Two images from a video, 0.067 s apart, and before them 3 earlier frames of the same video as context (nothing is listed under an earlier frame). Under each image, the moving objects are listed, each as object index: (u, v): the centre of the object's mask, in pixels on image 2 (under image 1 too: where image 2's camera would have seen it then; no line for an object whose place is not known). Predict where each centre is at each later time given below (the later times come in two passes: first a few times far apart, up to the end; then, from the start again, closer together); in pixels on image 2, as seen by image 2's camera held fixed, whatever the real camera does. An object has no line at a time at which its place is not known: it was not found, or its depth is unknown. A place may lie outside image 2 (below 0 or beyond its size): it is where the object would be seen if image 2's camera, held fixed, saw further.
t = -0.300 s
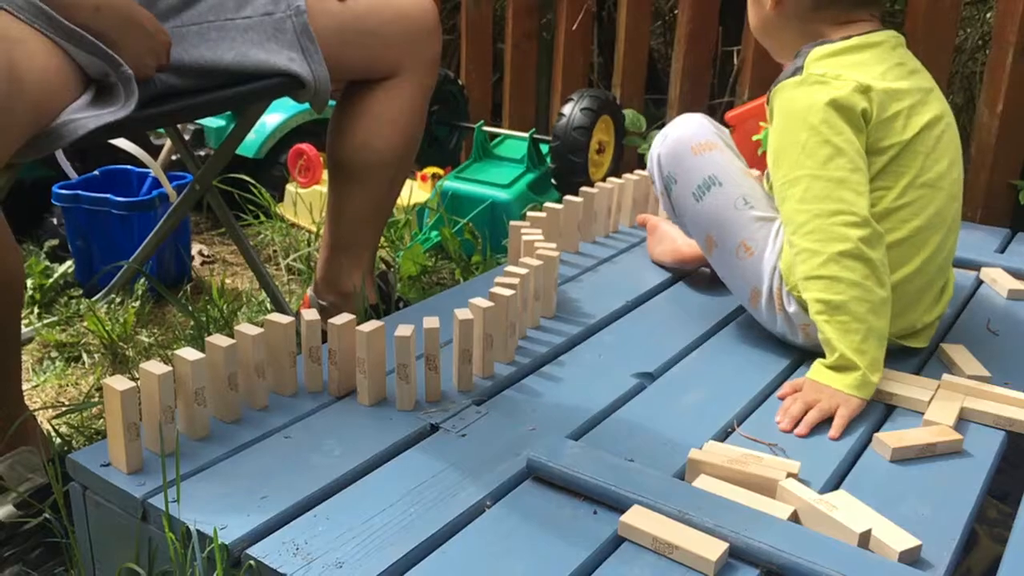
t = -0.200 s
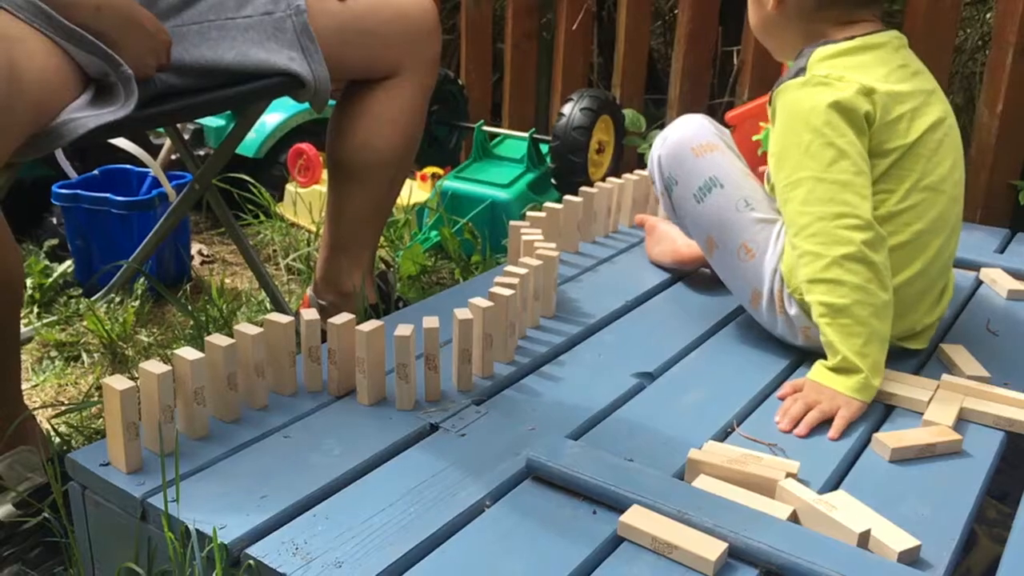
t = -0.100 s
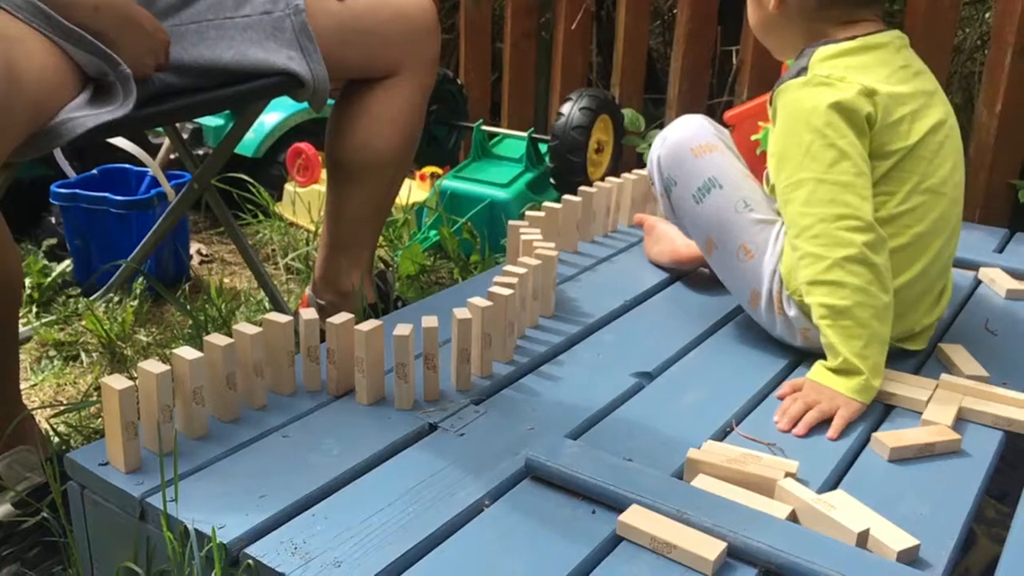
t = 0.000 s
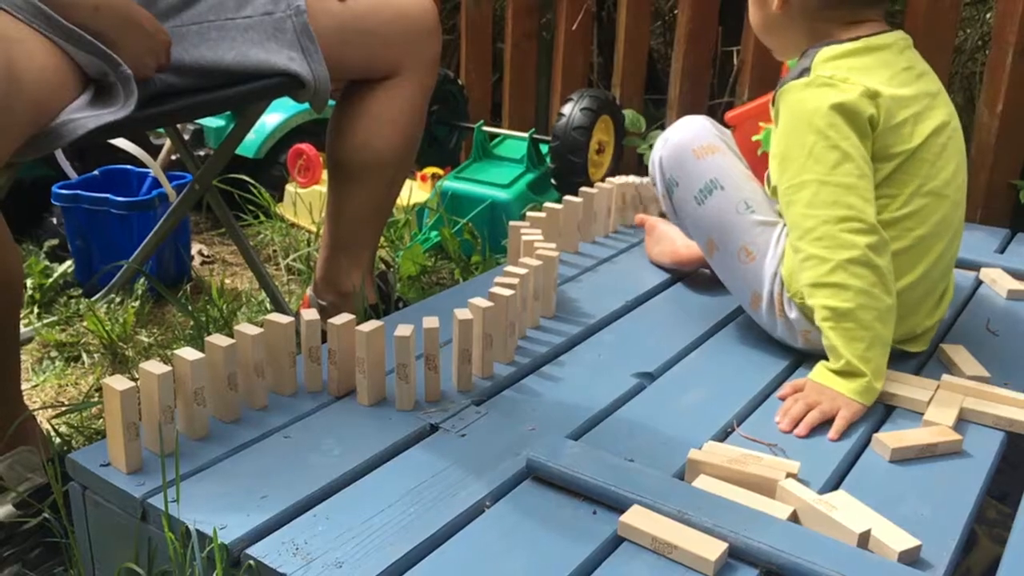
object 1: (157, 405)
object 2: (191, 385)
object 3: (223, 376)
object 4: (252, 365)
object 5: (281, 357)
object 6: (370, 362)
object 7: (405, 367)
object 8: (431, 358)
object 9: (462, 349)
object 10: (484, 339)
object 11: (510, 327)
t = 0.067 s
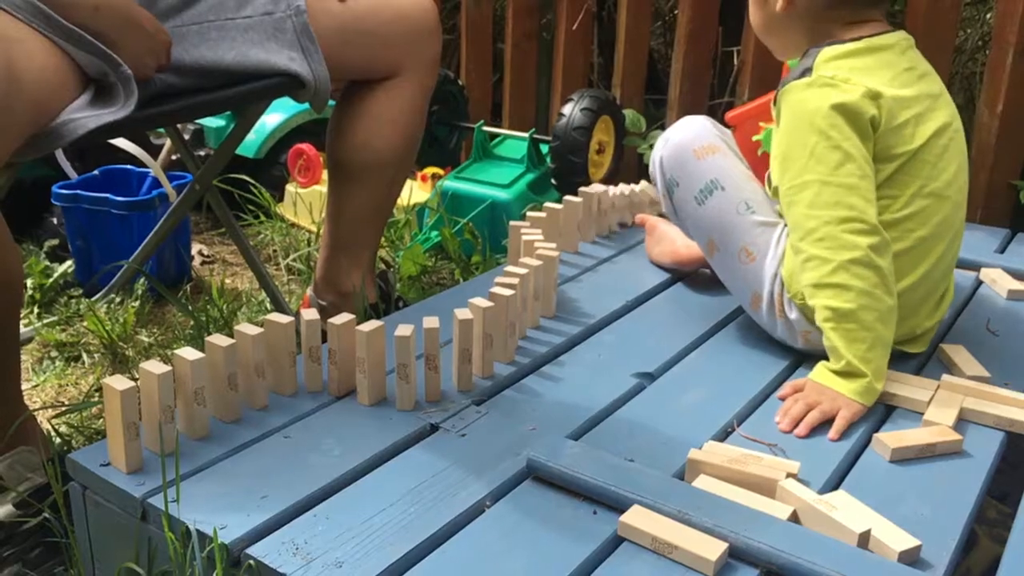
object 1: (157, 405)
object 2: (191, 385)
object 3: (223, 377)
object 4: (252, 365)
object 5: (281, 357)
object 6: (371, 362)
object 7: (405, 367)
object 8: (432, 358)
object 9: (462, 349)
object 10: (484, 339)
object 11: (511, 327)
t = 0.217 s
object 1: (157, 405)
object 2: (191, 384)
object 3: (223, 376)
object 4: (252, 365)
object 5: (281, 357)
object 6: (370, 362)
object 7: (405, 366)
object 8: (431, 358)
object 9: (462, 348)
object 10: (484, 339)
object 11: (511, 326)
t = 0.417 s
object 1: (157, 405)
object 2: (190, 383)
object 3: (222, 376)
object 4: (252, 365)
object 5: (281, 357)
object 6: (370, 362)
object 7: (405, 366)
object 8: (431, 358)
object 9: (462, 349)
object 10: (484, 338)
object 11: (511, 325)
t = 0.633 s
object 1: (157, 405)
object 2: (190, 383)
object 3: (222, 376)
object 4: (252, 365)
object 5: (281, 357)
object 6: (370, 362)
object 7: (405, 366)
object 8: (431, 358)
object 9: (462, 349)
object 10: (486, 339)
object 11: (508, 324)
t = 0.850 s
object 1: (157, 405)
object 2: (190, 383)
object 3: (222, 376)
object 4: (252, 365)
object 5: (281, 357)
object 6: (370, 362)
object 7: (398, 366)
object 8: (419, 360)
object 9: (445, 357)
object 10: (465, 351)
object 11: (488, 344)
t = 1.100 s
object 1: (157, 405)
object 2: (190, 382)
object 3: (223, 376)
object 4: (252, 365)
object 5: (281, 360)
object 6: (333, 366)
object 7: (359, 416)
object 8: (392, 374)
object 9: (452, 405)
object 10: (457, 371)
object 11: (492, 340)
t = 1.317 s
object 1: (157, 405)
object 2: (190, 384)
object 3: (223, 377)
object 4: (249, 368)
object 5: (274, 368)
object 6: (325, 372)
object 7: (361, 417)
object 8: (391, 377)
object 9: (453, 405)
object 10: (457, 371)
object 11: (492, 340)
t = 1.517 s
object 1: (157, 405)
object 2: (185, 391)
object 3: (211, 388)
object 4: (235, 380)
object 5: (267, 375)
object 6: (324, 372)
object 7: (361, 416)
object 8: (391, 377)
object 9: (452, 405)
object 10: (457, 371)
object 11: (492, 339)
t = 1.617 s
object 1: (136, 415)
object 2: (168, 409)
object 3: (196, 399)
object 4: (220, 389)
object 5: (252, 378)
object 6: (323, 372)
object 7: (361, 417)
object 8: (391, 377)
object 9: (452, 405)
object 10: (457, 371)
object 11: (492, 340)
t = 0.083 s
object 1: (157, 405)
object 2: (191, 385)
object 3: (223, 377)
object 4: (252, 365)
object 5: (281, 357)
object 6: (371, 362)
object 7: (405, 367)
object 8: (432, 358)
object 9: (462, 349)
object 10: (484, 339)
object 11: (511, 327)
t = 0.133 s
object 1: (157, 405)
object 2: (191, 385)
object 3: (223, 376)
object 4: (252, 365)
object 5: (281, 357)
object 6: (370, 362)
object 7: (405, 366)
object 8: (432, 358)
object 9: (462, 349)
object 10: (484, 338)
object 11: (510, 325)
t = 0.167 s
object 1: (157, 405)
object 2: (191, 385)
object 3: (223, 376)
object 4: (252, 365)
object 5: (282, 357)
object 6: (371, 362)
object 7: (405, 366)
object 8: (432, 358)
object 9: (462, 349)
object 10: (485, 338)
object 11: (511, 327)
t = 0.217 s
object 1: (157, 405)
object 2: (191, 384)
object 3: (223, 376)
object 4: (252, 365)
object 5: (281, 357)
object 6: (370, 362)
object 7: (405, 366)
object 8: (431, 358)
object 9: (462, 348)
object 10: (484, 339)
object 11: (511, 326)
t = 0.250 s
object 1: (157, 405)
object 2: (190, 385)
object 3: (222, 376)
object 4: (252, 365)
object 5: (281, 356)
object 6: (370, 362)
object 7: (405, 366)
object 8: (431, 358)
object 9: (462, 348)
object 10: (484, 339)
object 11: (511, 326)
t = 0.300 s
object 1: (157, 405)
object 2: (191, 384)
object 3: (223, 376)
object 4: (252, 365)
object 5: (281, 357)
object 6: (370, 362)
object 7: (405, 366)
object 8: (431, 358)
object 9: (462, 349)
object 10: (484, 338)
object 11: (511, 326)
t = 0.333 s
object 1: (157, 405)
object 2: (190, 385)
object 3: (222, 376)
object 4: (252, 365)
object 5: (281, 357)
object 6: (370, 362)
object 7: (405, 366)
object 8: (431, 358)
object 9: (462, 349)
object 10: (484, 338)
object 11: (511, 325)
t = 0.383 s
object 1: (157, 405)
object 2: (190, 383)
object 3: (222, 376)
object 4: (252, 365)
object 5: (281, 357)
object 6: (370, 362)
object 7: (405, 366)
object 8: (431, 358)
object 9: (462, 348)
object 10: (484, 338)
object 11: (511, 325)
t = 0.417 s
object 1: (157, 405)
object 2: (190, 383)
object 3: (222, 376)
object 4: (252, 365)
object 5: (281, 357)
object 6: (370, 362)
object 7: (405, 366)
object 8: (431, 358)
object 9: (462, 349)
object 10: (484, 338)
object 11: (511, 325)
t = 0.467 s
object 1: (157, 405)
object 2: (190, 383)
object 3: (223, 376)
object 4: (252, 365)
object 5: (281, 356)
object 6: (370, 362)
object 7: (405, 366)
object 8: (431, 358)
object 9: (462, 349)
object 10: (484, 338)
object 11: (511, 325)
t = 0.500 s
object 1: (157, 405)
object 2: (190, 383)
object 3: (223, 376)
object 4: (252, 365)
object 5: (281, 356)
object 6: (370, 362)
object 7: (405, 366)
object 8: (432, 358)
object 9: (462, 349)
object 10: (484, 338)
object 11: (511, 325)
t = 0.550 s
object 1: (157, 405)
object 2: (190, 383)
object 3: (222, 376)
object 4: (252, 365)
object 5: (281, 356)
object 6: (370, 362)
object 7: (405, 366)
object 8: (431, 358)
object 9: (462, 349)
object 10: (484, 338)
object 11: (511, 325)
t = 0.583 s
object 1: (157, 405)
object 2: (190, 383)
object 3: (222, 376)
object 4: (252, 365)
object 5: (281, 356)
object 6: (370, 362)
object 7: (405, 366)
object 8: (431, 358)
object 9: (462, 349)
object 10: (486, 339)
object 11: (510, 326)
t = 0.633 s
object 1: (157, 405)
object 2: (190, 383)
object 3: (222, 376)
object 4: (252, 365)
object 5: (281, 357)
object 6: (370, 362)
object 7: (405, 366)
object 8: (431, 358)
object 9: (462, 349)
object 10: (486, 339)
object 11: (508, 324)
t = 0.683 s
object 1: (157, 405)
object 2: (190, 383)
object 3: (223, 376)
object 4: (252, 365)
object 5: (281, 356)
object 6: (370, 362)
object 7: (405, 366)
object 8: (432, 358)
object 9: (462, 349)
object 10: (486, 338)
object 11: (503, 327)
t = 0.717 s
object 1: (157, 405)
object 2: (190, 383)
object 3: (222, 376)
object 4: (252, 365)
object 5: (281, 357)
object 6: (370, 362)
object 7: (405, 366)
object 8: (432, 358)
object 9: (462, 349)
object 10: (485, 342)
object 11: (499, 331)
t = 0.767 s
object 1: (157, 405)
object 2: (190, 383)
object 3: (222, 376)
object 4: (252, 365)
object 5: (281, 356)
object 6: (370, 362)
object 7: (405, 366)
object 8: (431, 358)
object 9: (459, 351)
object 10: (477, 342)
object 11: (494, 333)
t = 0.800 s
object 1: (157, 405)
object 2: (190, 383)
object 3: (222, 376)
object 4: (252, 365)
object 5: (281, 356)
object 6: (371, 362)
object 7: (405, 367)
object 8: (429, 358)
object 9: (452, 350)
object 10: (471, 345)
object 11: (491, 335)
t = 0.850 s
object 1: (157, 405)
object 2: (190, 383)
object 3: (222, 376)
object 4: (252, 365)
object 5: (281, 357)
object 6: (370, 362)
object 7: (398, 366)
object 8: (419, 360)
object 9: (445, 357)
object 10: (465, 351)
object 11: (488, 344)
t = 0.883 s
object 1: (157, 404)
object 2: (190, 382)
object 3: (223, 376)
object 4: (252, 365)
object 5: (281, 357)
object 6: (366, 365)
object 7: (390, 366)
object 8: (411, 361)
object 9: (439, 367)
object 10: (459, 357)
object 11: (487, 334)
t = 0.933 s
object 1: (157, 405)
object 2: (190, 382)
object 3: (223, 376)
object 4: (252, 365)
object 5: (281, 357)
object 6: (361, 384)
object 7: (376, 371)
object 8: (396, 360)
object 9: (440, 392)
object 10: (455, 367)
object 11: (491, 339)
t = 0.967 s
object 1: (157, 405)
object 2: (190, 382)
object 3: (223, 376)
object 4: (252, 364)
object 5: (281, 357)
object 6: (350, 344)
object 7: (368, 382)
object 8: (398, 366)
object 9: (449, 402)
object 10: (456, 368)
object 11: (491, 339)
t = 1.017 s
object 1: (157, 405)
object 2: (190, 382)
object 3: (223, 376)
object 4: (252, 365)
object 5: (281, 356)
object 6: (346, 356)
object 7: (357, 407)
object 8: (396, 369)
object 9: (452, 404)
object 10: (457, 371)
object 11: (491, 340)
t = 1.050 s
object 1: (157, 404)
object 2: (190, 382)
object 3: (223, 376)
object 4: (252, 364)
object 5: (280, 357)
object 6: (343, 360)
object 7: (358, 407)
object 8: (394, 371)
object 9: (452, 405)
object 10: (457, 371)
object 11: (492, 339)
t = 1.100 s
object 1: (157, 405)
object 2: (190, 382)
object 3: (223, 376)
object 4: (252, 365)
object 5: (281, 360)
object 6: (333, 366)
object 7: (359, 416)
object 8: (392, 374)
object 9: (452, 405)
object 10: (457, 371)
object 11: (492, 340)
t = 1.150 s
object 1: (157, 405)
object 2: (190, 382)
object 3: (223, 376)
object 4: (252, 365)
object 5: (278, 364)
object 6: (328, 371)
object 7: (361, 417)
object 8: (391, 375)
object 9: (453, 405)
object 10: (457, 371)
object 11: (492, 340)
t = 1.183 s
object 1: (157, 405)
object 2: (190, 382)
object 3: (223, 376)
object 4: (251, 365)
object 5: (277, 366)
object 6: (326, 372)
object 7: (361, 417)
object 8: (392, 377)
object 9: (452, 405)
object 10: (457, 371)
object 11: (492, 340)
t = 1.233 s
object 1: (157, 405)
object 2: (190, 383)
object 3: (223, 377)
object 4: (250, 365)
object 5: (276, 367)
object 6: (326, 372)
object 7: (361, 417)
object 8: (392, 377)
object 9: (453, 405)
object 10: (457, 371)
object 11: (492, 340)
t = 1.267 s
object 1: (157, 405)
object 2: (190, 383)
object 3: (223, 376)
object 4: (250, 367)
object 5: (275, 367)
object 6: (326, 372)
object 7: (361, 417)
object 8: (392, 377)
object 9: (453, 405)
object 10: (457, 371)
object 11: (492, 340)
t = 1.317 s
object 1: (157, 405)
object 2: (190, 384)
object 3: (223, 377)
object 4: (249, 368)
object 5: (274, 368)
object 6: (325, 372)
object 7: (361, 417)
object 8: (391, 377)
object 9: (453, 405)
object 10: (457, 371)
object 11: (492, 340)
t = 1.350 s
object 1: (157, 405)
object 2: (190, 384)
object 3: (223, 376)
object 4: (248, 370)
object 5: (273, 369)
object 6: (324, 372)
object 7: (361, 417)
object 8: (391, 377)
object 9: (453, 405)
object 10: (457, 371)
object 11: (492, 340)
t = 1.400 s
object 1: (157, 405)
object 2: (191, 383)
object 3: (221, 377)
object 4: (246, 373)
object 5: (271, 371)
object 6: (324, 372)
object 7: (361, 417)
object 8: (392, 377)
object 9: (453, 405)
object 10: (457, 371)
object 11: (492, 340)
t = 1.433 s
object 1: (157, 405)
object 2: (191, 384)
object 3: (219, 380)
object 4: (243, 375)
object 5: (271, 371)
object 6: (323, 372)
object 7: (361, 417)
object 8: (391, 377)
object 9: (453, 405)
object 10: (457, 371)
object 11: (492, 339)
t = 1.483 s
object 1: (157, 405)
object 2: (188, 386)
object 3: (215, 384)
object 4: (238, 377)
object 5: (268, 374)
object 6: (324, 373)
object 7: (361, 417)
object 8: (391, 377)
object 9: (452, 405)
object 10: (457, 371)
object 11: (492, 339)
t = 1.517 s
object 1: (157, 405)
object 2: (185, 391)
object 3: (211, 388)
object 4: (235, 380)
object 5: (267, 375)
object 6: (324, 372)
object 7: (361, 416)
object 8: (391, 377)
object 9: (452, 405)
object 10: (457, 371)
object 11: (492, 339)
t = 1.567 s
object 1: (152, 410)
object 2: (178, 402)
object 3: (204, 393)
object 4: (227, 384)
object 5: (254, 375)
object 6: (324, 372)
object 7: (361, 417)
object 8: (391, 377)
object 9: (452, 405)
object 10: (457, 371)
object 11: (492, 339)
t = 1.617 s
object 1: (136, 415)
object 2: (168, 409)
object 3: (196, 399)
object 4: (220, 389)
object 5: (252, 378)
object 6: (323, 372)
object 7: (361, 417)
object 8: (391, 377)
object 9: (452, 405)
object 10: (457, 371)
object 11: (492, 340)
